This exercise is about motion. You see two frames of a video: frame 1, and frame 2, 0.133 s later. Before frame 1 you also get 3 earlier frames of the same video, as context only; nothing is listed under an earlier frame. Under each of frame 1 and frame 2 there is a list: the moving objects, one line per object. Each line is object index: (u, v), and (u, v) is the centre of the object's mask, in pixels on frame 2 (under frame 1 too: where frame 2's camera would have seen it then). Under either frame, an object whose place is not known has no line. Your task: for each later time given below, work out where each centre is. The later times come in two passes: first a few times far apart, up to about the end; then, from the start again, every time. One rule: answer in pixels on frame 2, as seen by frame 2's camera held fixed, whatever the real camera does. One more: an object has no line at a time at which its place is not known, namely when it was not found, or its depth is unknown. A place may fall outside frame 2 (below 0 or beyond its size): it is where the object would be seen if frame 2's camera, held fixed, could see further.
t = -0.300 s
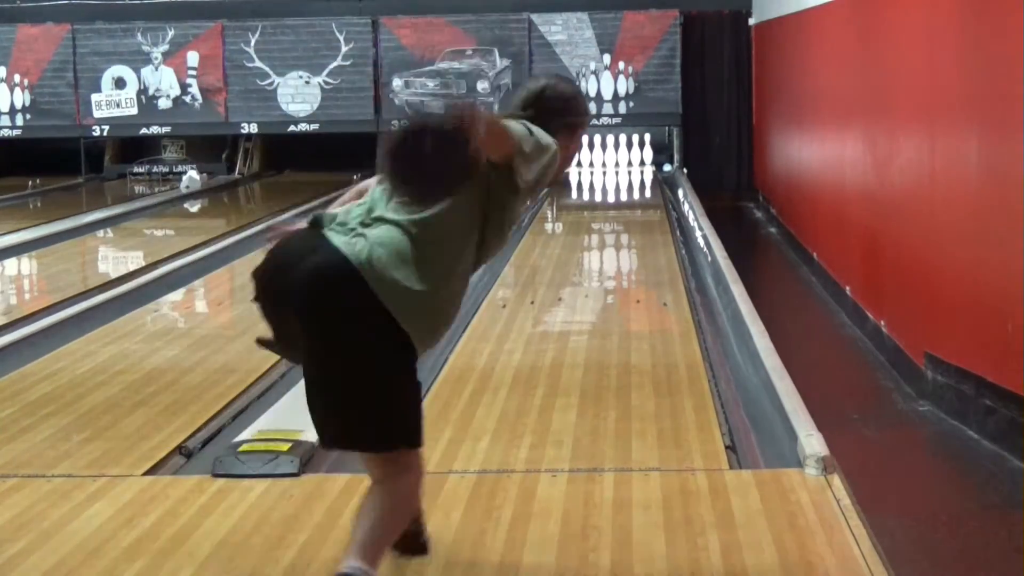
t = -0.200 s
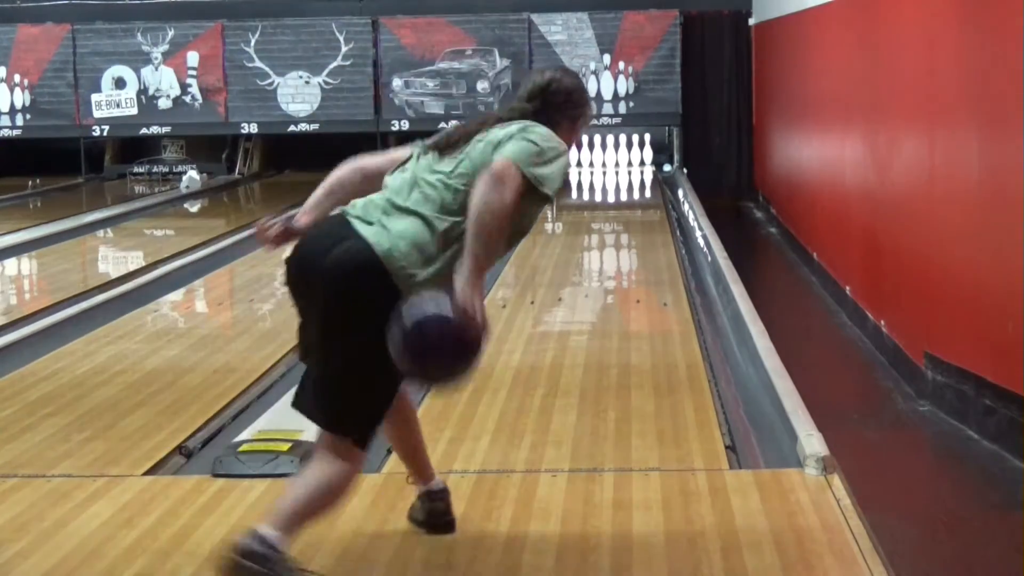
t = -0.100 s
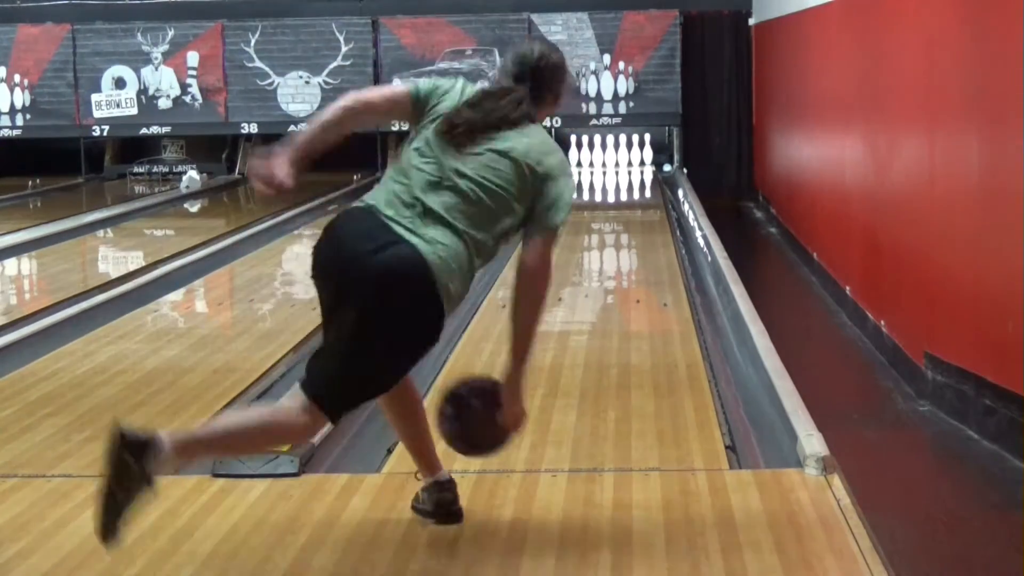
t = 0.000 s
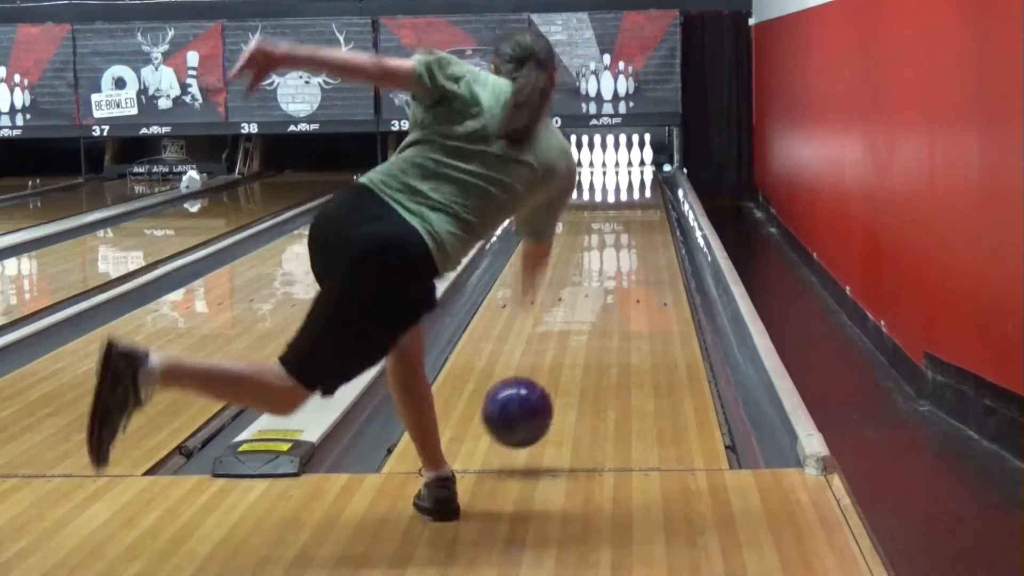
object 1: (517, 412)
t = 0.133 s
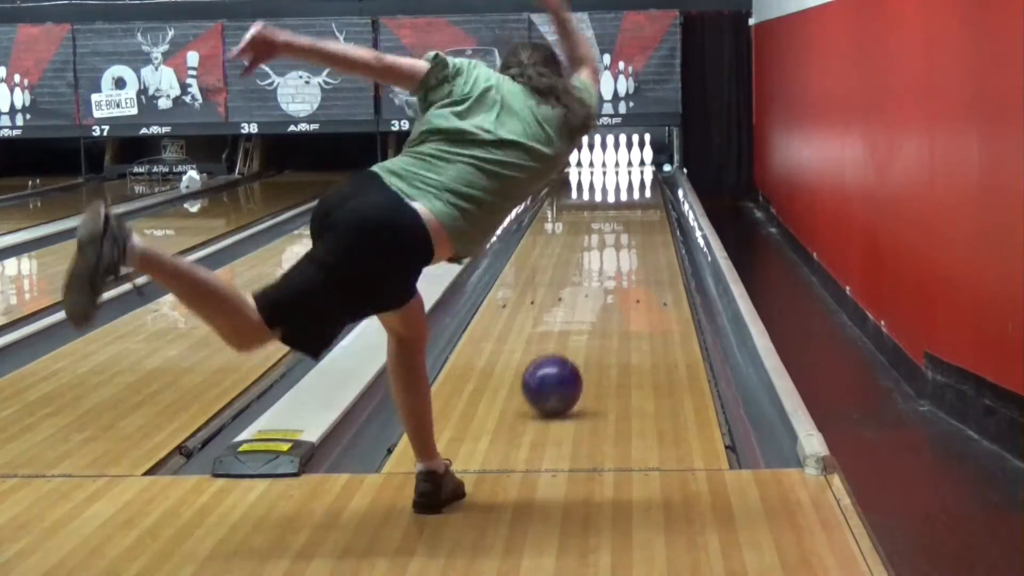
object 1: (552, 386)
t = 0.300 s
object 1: (582, 338)
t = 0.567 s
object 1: (613, 284)
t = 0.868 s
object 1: (636, 246)
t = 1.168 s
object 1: (650, 218)
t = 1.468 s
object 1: (656, 198)
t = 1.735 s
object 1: (657, 184)
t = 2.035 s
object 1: (651, 174)
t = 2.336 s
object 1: (634, 165)
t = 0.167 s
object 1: (559, 376)
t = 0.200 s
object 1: (565, 365)
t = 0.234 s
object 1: (571, 356)
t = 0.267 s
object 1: (577, 346)
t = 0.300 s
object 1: (582, 338)
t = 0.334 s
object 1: (586, 330)
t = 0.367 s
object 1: (591, 322)
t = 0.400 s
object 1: (595, 315)
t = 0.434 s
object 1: (600, 308)
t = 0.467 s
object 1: (603, 301)
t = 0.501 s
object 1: (607, 296)
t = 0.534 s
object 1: (610, 290)
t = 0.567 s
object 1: (613, 284)
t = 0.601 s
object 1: (616, 279)
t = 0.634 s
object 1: (619, 275)
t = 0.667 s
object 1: (622, 270)
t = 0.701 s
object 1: (625, 265)
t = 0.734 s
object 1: (627, 261)
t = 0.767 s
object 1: (629, 257)
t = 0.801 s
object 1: (631, 253)
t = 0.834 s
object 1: (634, 249)
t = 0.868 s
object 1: (636, 246)
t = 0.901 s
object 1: (638, 242)
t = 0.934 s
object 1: (639, 239)
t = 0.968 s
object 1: (641, 236)
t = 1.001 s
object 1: (643, 232)
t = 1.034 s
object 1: (644, 229)
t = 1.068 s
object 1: (646, 226)
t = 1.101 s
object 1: (647, 223)
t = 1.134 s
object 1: (648, 221)
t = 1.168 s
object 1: (650, 218)
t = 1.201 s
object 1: (650, 216)
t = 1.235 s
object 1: (651, 214)
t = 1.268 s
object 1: (652, 211)
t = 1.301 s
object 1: (653, 209)
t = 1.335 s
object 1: (653, 207)
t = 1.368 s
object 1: (653, 205)
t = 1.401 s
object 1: (654, 203)
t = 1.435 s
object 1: (655, 200)
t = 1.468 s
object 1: (656, 198)
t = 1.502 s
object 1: (656, 197)
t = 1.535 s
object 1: (656, 196)
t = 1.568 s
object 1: (656, 193)
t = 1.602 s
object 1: (657, 192)
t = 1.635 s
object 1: (657, 190)
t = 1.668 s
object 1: (656, 189)
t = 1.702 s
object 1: (657, 187)
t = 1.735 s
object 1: (657, 184)
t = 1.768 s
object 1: (657, 184)
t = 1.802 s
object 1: (657, 182)
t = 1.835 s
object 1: (656, 181)
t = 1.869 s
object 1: (655, 180)
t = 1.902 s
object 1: (655, 178)
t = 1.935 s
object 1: (654, 177)
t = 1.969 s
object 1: (653, 177)
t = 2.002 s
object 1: (652, 176)
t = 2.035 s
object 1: (651, 174)
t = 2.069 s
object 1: (649, 173)
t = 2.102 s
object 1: (647, 172)
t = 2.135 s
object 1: (647, 171)
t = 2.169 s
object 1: (645, 169)
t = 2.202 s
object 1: (642, 168)
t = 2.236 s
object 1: (640, 167)
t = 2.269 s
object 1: (638, 167)
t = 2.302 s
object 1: (636, 166)
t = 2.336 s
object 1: (634, 165)
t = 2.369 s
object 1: (631, 164)
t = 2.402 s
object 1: (628, 164)
